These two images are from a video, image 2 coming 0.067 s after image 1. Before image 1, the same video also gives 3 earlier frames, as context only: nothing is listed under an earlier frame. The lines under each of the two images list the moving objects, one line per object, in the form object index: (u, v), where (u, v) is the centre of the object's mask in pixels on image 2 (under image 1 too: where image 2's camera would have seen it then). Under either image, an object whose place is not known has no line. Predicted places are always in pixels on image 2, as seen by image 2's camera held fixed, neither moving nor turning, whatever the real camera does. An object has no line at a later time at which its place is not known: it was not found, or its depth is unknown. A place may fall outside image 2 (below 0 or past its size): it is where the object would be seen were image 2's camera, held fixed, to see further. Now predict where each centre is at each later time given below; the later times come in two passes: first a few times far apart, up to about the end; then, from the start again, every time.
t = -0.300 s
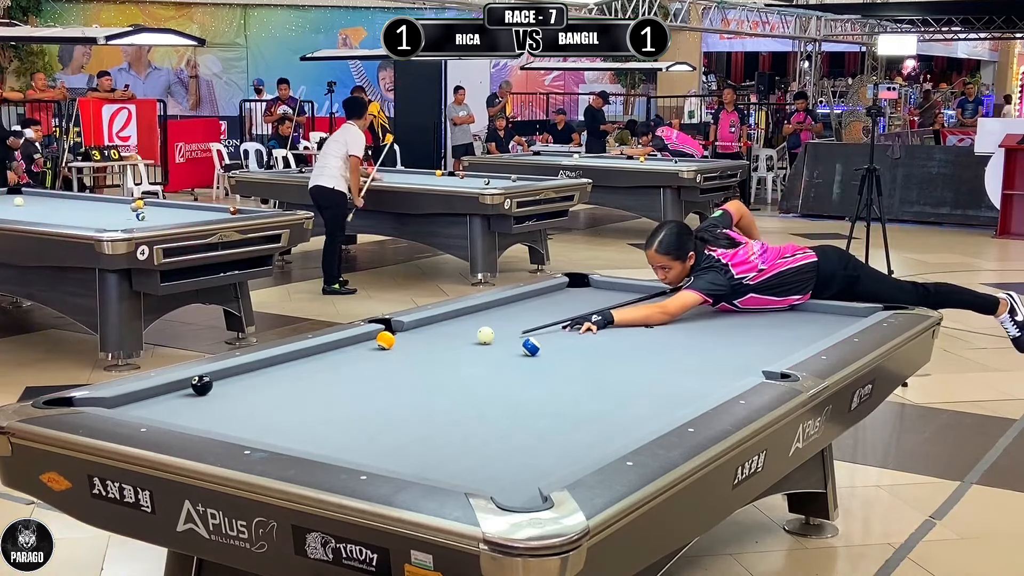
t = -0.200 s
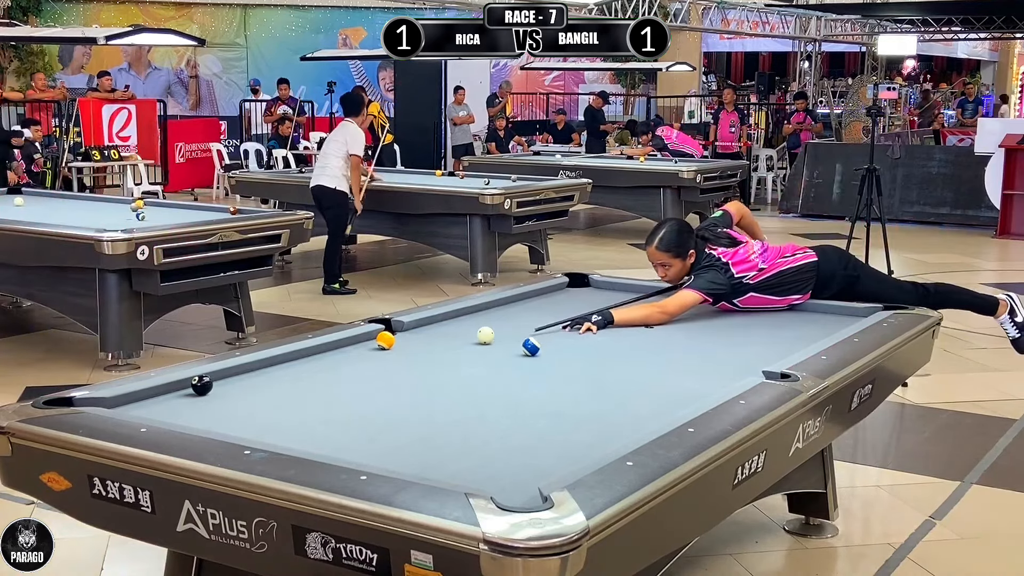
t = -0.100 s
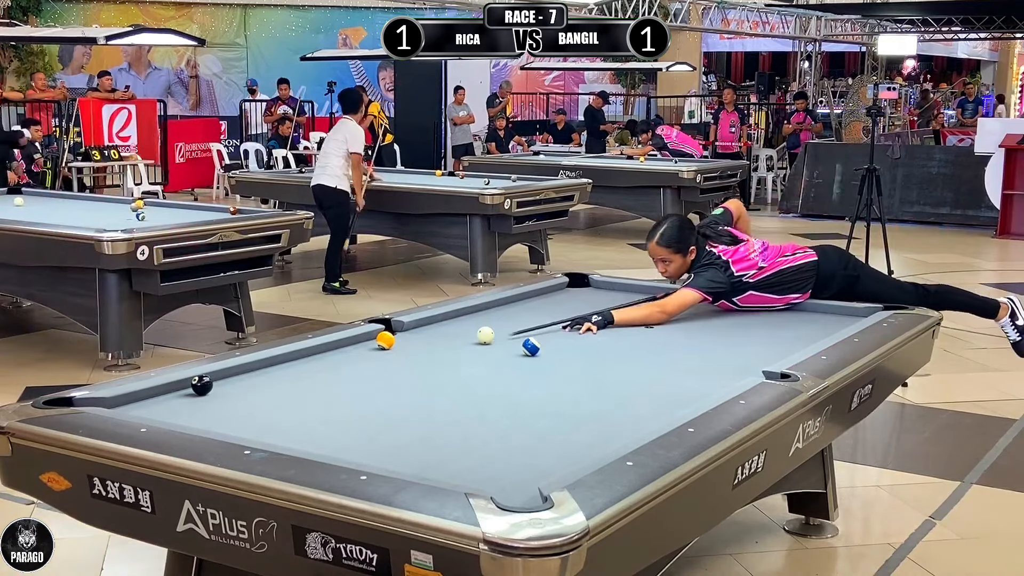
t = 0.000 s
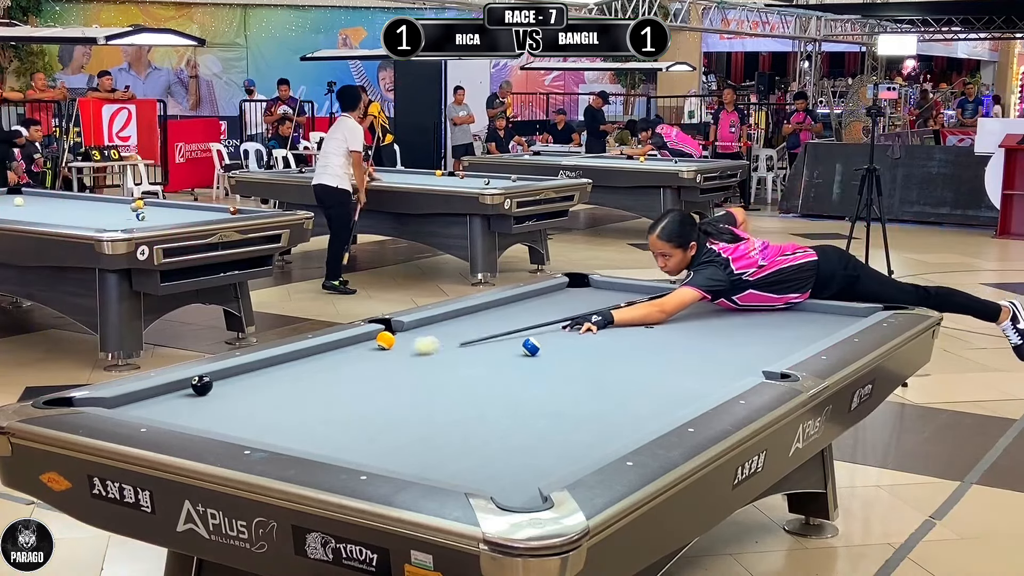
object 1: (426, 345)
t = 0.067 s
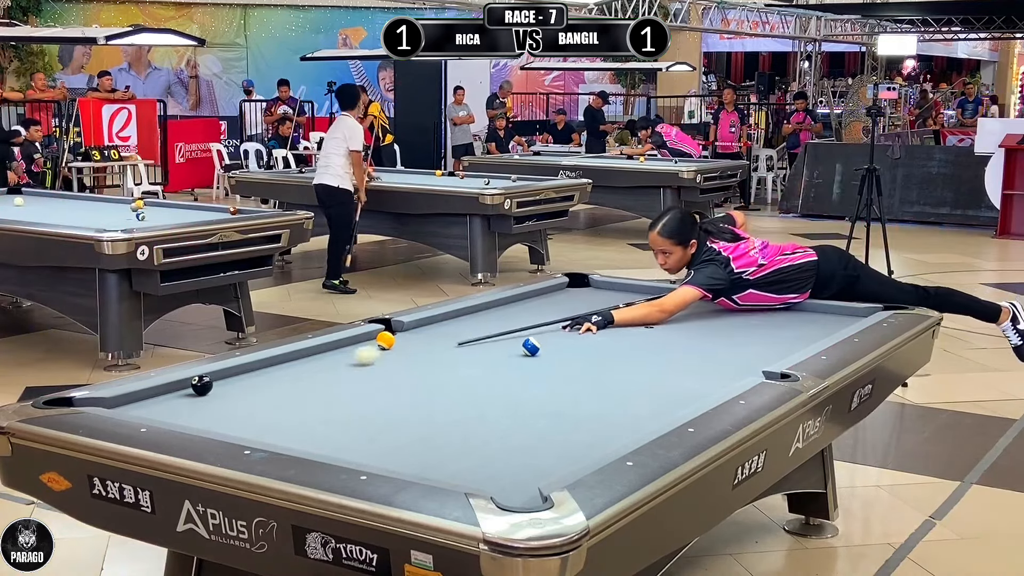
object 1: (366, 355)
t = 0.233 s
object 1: (218, 381)
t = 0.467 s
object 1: (220, 378)
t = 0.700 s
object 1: (239, 378)
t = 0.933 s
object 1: (255, 377)
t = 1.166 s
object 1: (271, 376)
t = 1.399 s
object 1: (283, 376)
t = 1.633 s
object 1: (295, 375)
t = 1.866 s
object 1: (305, 375)
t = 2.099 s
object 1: (313, 375)
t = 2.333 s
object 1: (320, 374)
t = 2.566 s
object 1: (325, 374)
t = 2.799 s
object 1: (328, 374)
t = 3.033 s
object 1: (331, 374)
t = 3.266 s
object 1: (332, 374)
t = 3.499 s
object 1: (332, 374)
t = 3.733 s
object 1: (332, 374)
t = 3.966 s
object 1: (332, 374)
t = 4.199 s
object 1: (332, 374)
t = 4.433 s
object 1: (332, 374)
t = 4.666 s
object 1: (332, 374)
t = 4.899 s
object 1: (332, 374)
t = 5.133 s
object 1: (332, 374)
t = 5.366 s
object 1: (332, 374)
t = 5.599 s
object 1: (332, 374)
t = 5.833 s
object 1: (332, 374)
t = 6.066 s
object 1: (332, 374)
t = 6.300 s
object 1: (332, 374)
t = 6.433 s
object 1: (332, 374)
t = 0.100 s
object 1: (337, 360)
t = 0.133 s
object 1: (307, 366)
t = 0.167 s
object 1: (276, 371)
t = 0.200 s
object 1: (245, 376)
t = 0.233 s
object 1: (218, 381)
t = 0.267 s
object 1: (214, 380)
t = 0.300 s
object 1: (210, 380)
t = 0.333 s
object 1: (209, 379)
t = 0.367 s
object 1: (212, 379)
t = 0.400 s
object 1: (215, 379)
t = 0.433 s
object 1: (218, 378)
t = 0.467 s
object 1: (220, 378)
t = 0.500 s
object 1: (223, 378)
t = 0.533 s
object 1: (226, 378)
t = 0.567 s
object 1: (229, 378)
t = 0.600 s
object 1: (231, 378)
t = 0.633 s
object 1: (234, 378)
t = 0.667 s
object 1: (236, 377)
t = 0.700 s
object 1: (239, 378)
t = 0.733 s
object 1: (241, 377)
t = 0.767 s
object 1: (244, 377)
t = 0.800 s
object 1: (246, 377)
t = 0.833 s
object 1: (249, 377)
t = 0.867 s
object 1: (251, 377)
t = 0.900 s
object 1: (253, 377)
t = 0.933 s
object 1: (255, 377)
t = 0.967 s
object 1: (257, 377)
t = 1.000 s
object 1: (260, 377)
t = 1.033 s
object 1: (262, 377)
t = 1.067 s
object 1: (264, 377)
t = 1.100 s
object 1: (266, 376)
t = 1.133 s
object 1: (268, 377)
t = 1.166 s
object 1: (271, 376)
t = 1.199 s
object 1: (272, 376)
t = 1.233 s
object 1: (274, 376)
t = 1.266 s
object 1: (276, 376)
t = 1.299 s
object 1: (278, 376)
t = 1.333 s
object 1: (280, 376)
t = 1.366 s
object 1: (281, 376)
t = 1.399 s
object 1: (283, 376)
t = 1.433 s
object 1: (285, 376)
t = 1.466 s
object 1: (287, 376)
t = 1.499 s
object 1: (289, 376)
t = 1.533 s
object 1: (290, 376)
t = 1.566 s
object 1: (292, 376)
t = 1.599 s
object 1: (293, 376)
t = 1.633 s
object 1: (295, 375)
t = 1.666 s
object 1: (297, 375)
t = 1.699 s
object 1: (298, 375)
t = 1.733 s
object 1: (299, 375)
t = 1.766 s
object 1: (301, 375)
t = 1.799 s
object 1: (302, 375)
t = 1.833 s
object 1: (303, 375)
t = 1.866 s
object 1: (305, 375)
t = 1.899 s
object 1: (306, 375)
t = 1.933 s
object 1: (307, 375)
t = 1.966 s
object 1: (308, 375)
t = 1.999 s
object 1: (310, 375)
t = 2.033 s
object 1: (311, 375)
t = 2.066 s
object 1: (312, 375)
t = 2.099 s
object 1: (313, 375)
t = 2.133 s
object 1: (314, 375)
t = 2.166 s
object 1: (315, 375)
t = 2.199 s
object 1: (316, 375)
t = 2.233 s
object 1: (317, 375)
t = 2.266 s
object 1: (318, 375)
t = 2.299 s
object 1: (319, 374)
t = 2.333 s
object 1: (320, 374)
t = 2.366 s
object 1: (320, 374)
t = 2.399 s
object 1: (321, 375)
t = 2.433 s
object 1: (322, 375)
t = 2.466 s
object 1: (323, 375)
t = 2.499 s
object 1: (323, 374)
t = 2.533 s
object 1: (324, 374)
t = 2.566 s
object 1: (325, 374)
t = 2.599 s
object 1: (325, 374)
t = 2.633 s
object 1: (326, 374)
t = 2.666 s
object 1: (326, 374)
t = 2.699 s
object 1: (327, 374)
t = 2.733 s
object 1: (327, 374)
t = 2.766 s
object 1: (328, 375)
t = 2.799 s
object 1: (328, 374)
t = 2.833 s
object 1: (329, 374)
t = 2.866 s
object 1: (329, 374)
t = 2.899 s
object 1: (330, 374)
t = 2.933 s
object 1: (330, 374)
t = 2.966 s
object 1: (330, 374)
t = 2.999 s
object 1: (330, 374)
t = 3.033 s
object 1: (331, 374)
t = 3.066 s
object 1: (331, 374)
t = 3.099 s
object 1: (331, 374)
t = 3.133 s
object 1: (331, 374)
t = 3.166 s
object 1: (331, 374)
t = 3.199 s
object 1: (332, 374)
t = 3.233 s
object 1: (332, 374)
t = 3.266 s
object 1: (332, 374)
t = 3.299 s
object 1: (332, 374)
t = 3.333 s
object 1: (332, 374)
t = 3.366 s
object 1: (332, 374)
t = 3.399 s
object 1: (332, 374)
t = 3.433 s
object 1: (332, 374)
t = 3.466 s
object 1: (332, 374)
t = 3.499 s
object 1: (332, 374)
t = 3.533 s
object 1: (332, 374)
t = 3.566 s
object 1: (332, 374)
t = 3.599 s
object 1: (332, 374)
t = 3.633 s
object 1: (332, 374)
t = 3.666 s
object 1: (332, 374)
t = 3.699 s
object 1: (332, 374)
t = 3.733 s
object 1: (332, 374)
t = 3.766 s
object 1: (332, 374)
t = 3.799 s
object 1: (332, 374)
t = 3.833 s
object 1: (332, 374)
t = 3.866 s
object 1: (332, 374)
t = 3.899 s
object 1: (332, 374)
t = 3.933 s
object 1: (332, 374)
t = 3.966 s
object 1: (332, 374)
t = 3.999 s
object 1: (332, 374)
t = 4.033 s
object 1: (332, 374)
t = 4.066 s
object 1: (332, 374)
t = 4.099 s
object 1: (332, 374)
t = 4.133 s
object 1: (332, 374)
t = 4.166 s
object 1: (332, 374)
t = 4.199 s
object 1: (332, 374)
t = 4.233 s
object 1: (332, 374)
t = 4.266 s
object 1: (332, 374)
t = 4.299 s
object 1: (332, 374)
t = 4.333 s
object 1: (332, 374)
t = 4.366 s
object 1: (332, 374)
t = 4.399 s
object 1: (332, 374)
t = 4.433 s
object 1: (332, 374)
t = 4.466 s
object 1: (332, 374)
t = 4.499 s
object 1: (332, 374)
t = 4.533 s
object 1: (332, 374)
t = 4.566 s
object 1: (332, 374)
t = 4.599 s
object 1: (332, 374)
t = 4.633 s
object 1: (332, 374)
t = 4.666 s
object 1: (332, 374)
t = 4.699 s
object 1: (332, 374)
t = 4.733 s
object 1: (332, 374)
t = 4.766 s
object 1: (332, 374)
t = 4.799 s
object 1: (332, 374)
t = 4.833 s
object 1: (332, 374)
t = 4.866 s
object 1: (332, 374)
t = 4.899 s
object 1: (332, 374)
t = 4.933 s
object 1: (332, 374)
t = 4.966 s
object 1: (332, 374)
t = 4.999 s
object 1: (332, 374)
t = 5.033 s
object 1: (332, 374)
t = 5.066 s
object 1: (332, 374)
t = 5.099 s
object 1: (332, 374)
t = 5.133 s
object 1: (332, 374)
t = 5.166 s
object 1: (332, 374)
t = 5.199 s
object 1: (332, 374)
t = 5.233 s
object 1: (332, 374)
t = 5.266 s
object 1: (332, 374)
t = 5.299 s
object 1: (332, 374)
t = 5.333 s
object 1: (332, 374)
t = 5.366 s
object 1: (332, 374)
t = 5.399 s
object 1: (332, 374)
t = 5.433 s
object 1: (332, 374)
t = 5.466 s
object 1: (332, 374)
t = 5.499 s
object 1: (332, 374)
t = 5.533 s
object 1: (332, 374)
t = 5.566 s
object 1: (332, 374)
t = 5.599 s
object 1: (332, 374)
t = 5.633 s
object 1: (332, 374)
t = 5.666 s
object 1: (332, 374)
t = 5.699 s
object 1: (332, 374)
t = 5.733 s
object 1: (332, 374)
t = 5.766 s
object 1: (332, 374)
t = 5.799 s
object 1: (332, 374)
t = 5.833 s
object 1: (332, 374)
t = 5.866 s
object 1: (332, 374)
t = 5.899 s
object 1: (332, 374)
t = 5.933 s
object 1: (332, 374)
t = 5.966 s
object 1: (332, 374)
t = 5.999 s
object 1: (332, 374)
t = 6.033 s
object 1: (332, 374)
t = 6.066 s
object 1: (332, 374)
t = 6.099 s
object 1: (332, 374)
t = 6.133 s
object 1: (332, 374)
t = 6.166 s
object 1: (332, 374)
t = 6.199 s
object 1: (332, 374)
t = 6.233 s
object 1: (332, 374)
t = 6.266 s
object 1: (332, 374)
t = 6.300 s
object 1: (332, 374)
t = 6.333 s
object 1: (332, 374)
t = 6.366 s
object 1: (332, 374)
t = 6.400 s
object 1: (332, 374)
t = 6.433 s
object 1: (332, 374)
